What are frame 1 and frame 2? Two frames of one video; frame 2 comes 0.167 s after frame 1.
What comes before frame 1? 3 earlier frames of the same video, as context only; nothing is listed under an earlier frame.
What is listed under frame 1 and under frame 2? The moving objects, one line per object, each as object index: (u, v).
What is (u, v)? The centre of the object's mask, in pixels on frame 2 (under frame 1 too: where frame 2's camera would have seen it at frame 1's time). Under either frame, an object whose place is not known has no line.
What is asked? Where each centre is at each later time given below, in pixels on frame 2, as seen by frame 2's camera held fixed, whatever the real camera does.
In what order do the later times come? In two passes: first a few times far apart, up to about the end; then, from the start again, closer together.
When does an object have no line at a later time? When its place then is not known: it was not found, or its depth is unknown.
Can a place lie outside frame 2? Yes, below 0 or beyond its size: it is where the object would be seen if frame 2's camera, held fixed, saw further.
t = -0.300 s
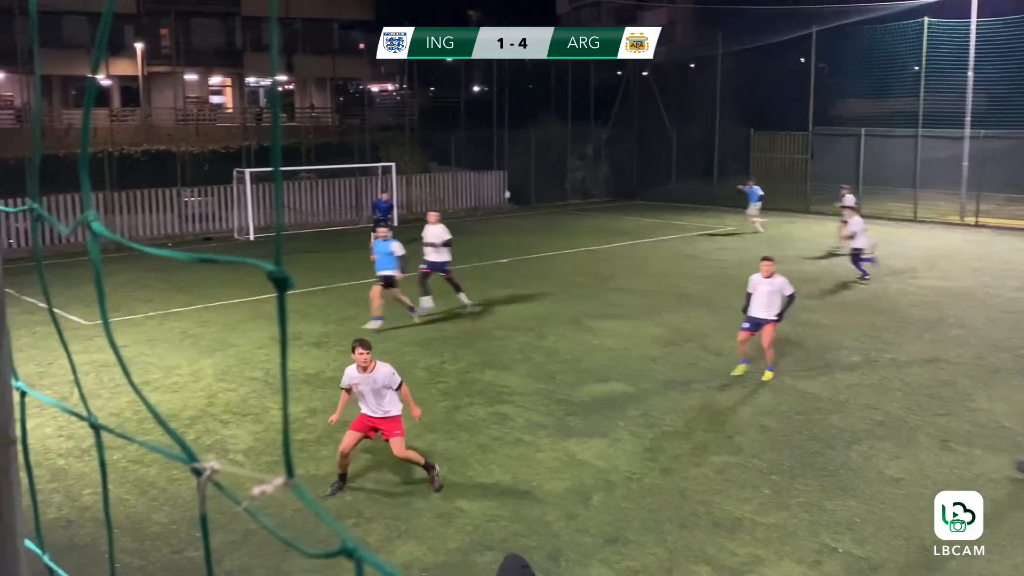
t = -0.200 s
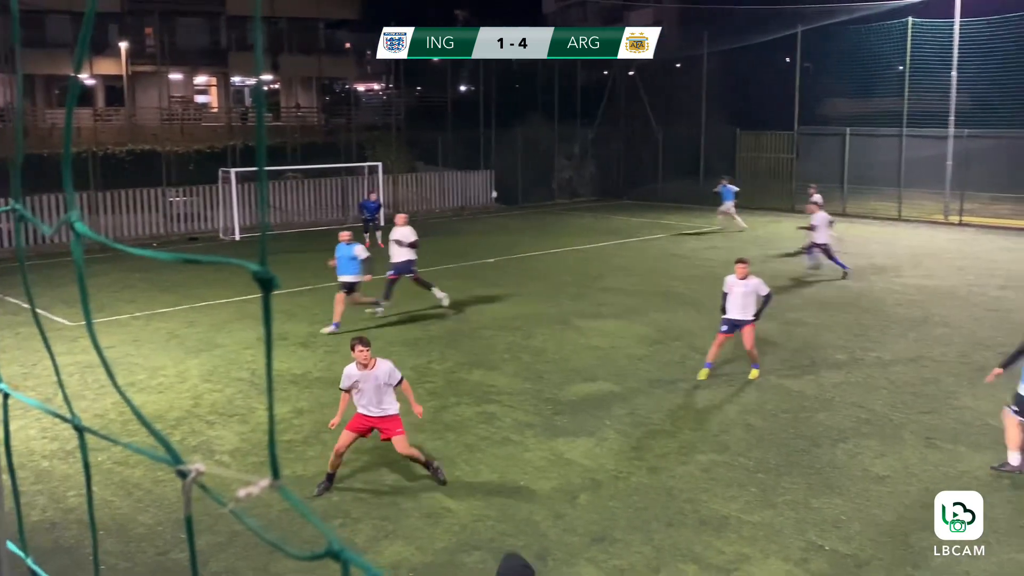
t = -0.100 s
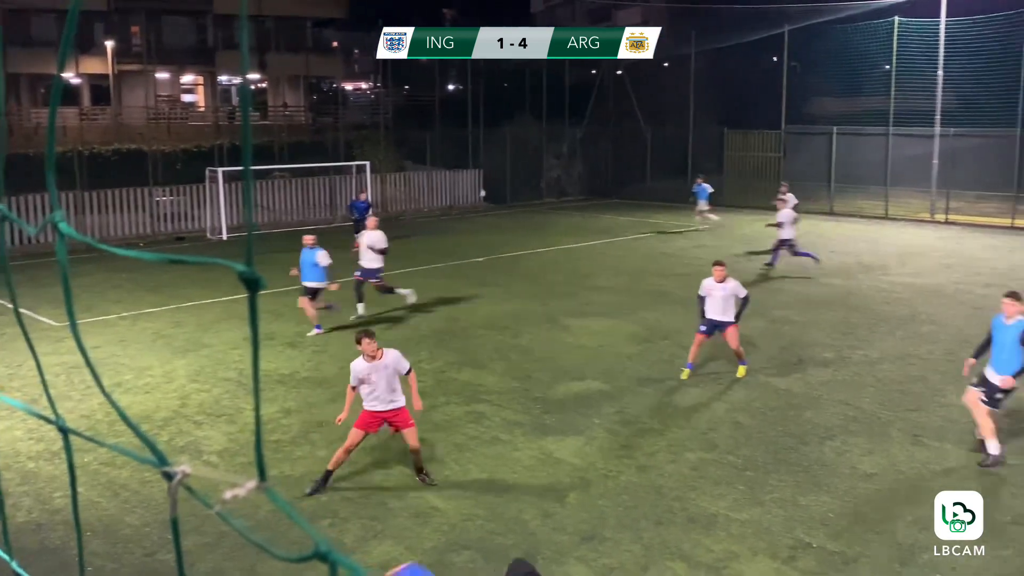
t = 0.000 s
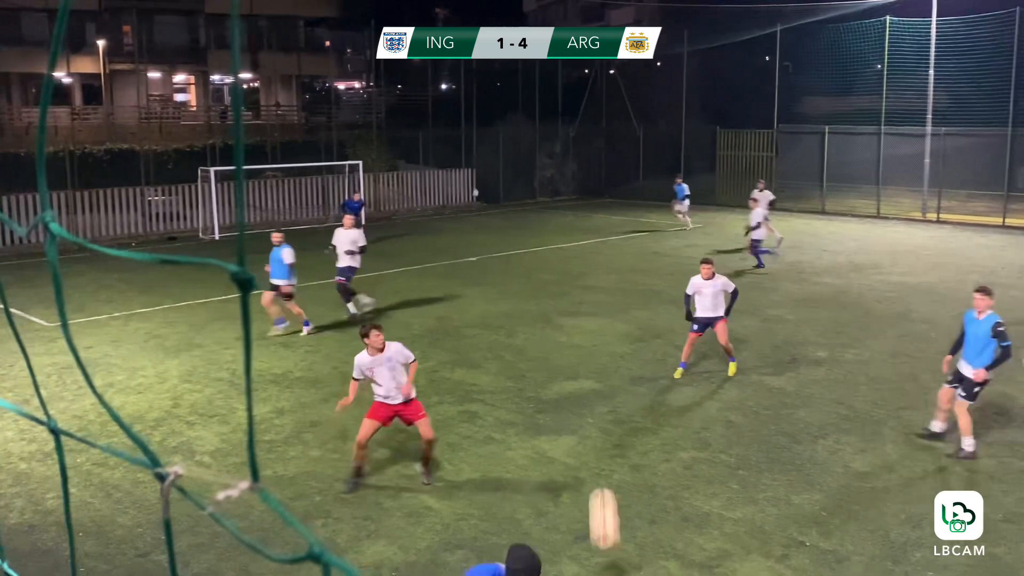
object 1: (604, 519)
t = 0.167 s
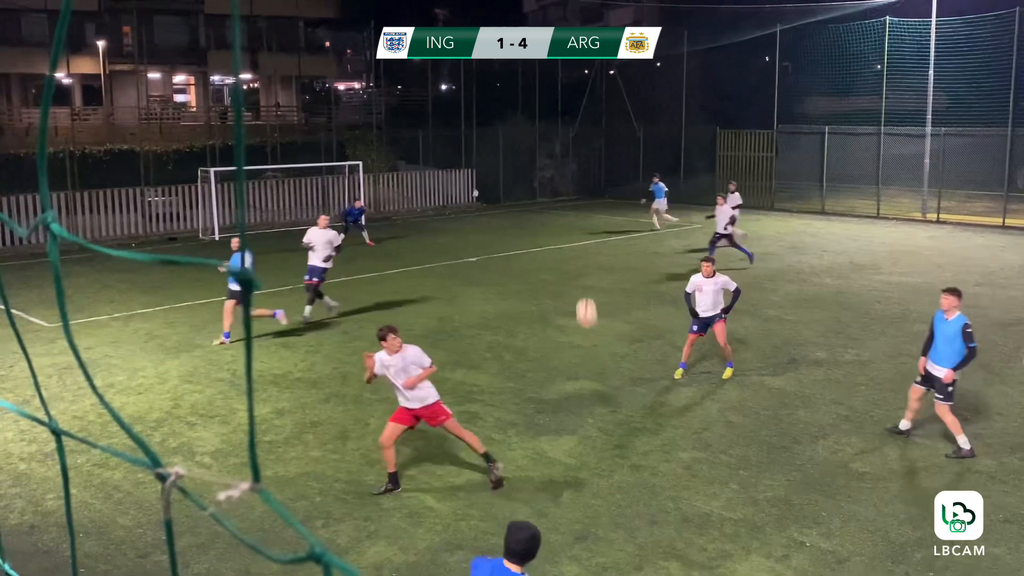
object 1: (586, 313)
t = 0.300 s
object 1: (572, 237)
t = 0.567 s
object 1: (548, 172)
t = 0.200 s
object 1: (583, 289)
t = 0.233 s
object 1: (579, 269)
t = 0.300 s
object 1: (572, 237)
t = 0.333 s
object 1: (568, 224)
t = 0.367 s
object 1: (565, 213)
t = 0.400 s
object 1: (561, 203)
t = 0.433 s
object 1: (558, 195)
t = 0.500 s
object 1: (553, 182)
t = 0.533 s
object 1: (550, 177)
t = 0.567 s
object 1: (548, 172)
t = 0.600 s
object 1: (545, 169)
